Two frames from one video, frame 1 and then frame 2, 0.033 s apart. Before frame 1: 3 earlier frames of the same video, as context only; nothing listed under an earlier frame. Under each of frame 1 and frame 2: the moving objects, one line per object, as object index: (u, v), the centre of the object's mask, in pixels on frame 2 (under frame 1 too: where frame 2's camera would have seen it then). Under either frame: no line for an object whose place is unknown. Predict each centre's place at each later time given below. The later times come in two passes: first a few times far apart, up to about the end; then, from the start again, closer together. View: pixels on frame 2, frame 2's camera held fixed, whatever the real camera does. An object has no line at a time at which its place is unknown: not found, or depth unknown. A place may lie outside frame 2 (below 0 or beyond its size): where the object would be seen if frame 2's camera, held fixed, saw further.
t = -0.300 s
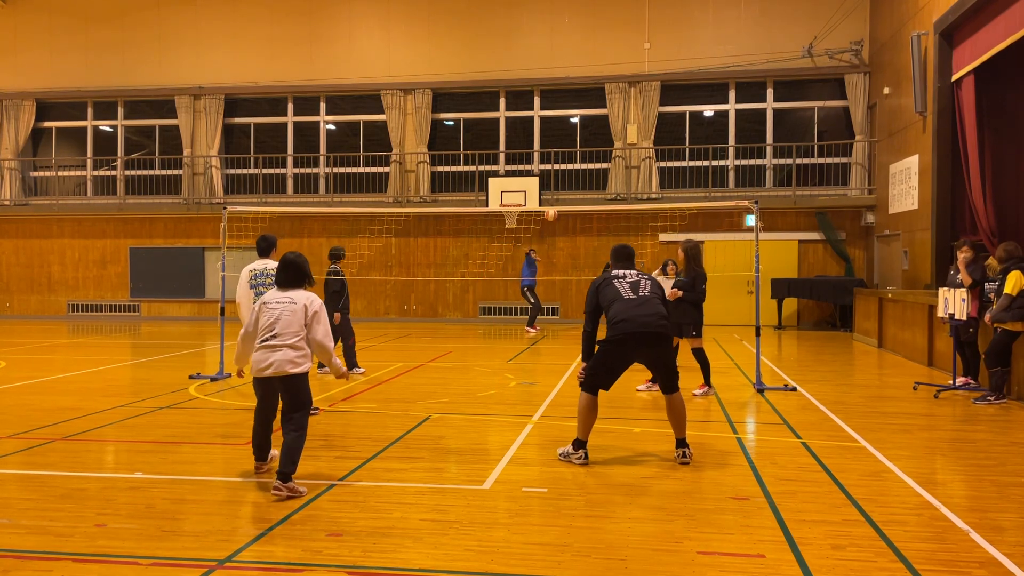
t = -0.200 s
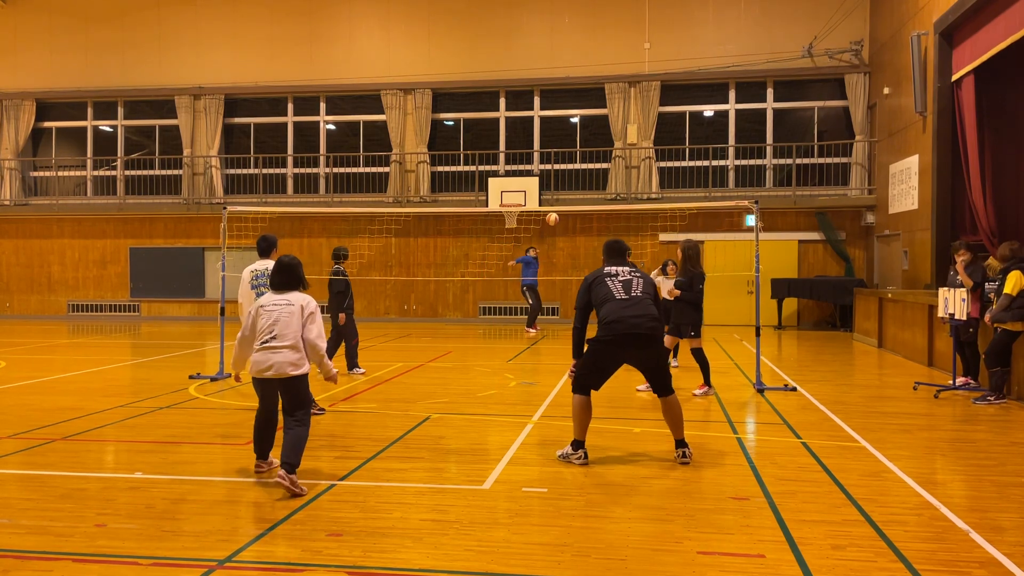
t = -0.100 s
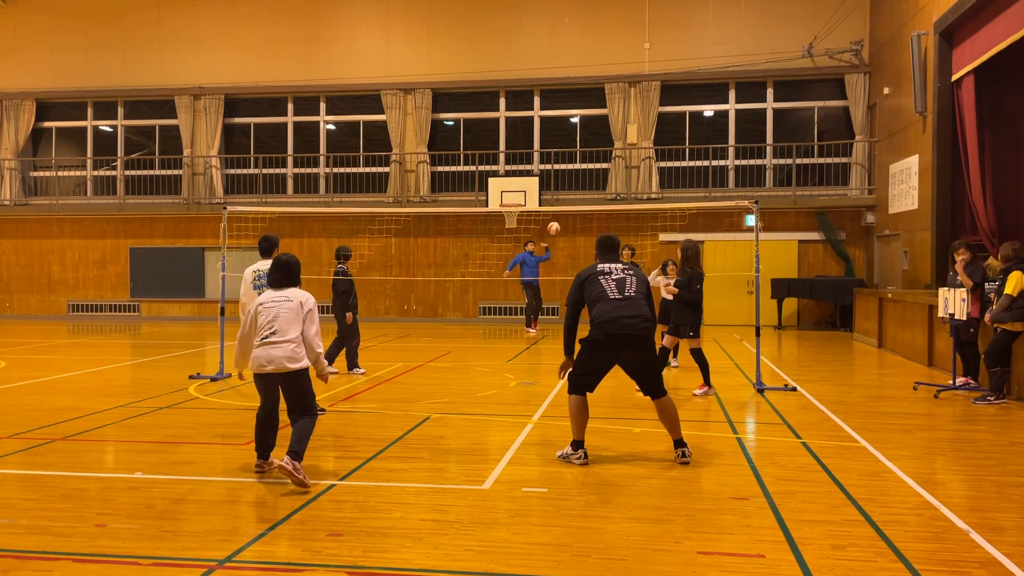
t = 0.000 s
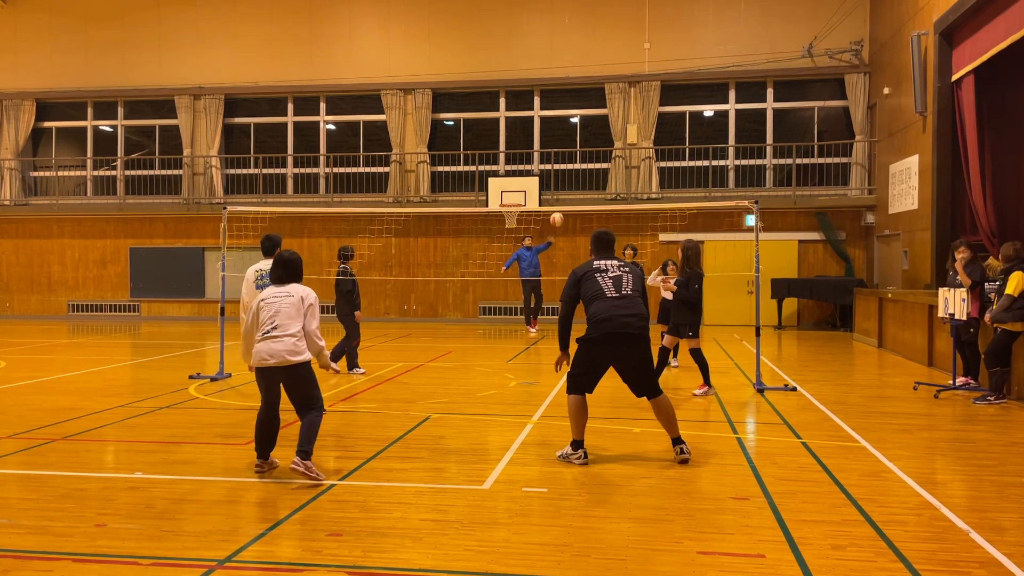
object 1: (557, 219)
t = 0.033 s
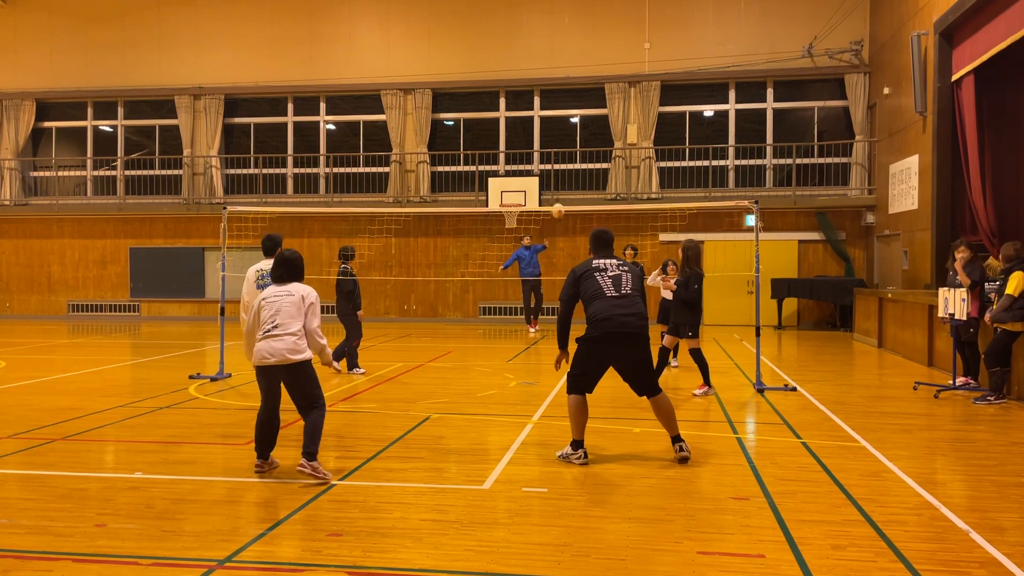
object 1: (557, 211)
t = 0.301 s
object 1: (551, 145)
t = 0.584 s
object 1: (525, 88)
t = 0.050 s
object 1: (558, 204)
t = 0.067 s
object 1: (558, 201)
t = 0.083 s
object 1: (558, 198)
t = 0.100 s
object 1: (557, 194)
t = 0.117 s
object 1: (557, 190)
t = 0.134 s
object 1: (557, 186)
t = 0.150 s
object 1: (557, 182)
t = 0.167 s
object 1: (557, 178)
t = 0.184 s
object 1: (556, 174)
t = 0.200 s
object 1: (556, 170)
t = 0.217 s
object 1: (555, 166)
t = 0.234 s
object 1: (555, 161)
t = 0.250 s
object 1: (554, 157)
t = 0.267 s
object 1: (553, 153)
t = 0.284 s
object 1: (552, 149)
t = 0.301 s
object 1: (551, 145)
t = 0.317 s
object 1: (550, 141)
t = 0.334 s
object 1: (549, 137)
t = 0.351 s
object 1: (548, 134)
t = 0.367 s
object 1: (547, 130)
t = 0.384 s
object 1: (546, 126)
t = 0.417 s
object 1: (543, 119)
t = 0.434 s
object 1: (541, 115)
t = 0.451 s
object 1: (540, 111)
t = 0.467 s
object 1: (538, 108)
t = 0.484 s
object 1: (536, 105)
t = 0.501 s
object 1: (535, 102)
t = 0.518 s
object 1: (533, 99)
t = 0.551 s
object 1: (529, 93)
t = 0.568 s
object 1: (527, 90)
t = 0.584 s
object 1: (525, 88)
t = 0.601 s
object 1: (522, 86)
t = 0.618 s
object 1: (520, 83)
